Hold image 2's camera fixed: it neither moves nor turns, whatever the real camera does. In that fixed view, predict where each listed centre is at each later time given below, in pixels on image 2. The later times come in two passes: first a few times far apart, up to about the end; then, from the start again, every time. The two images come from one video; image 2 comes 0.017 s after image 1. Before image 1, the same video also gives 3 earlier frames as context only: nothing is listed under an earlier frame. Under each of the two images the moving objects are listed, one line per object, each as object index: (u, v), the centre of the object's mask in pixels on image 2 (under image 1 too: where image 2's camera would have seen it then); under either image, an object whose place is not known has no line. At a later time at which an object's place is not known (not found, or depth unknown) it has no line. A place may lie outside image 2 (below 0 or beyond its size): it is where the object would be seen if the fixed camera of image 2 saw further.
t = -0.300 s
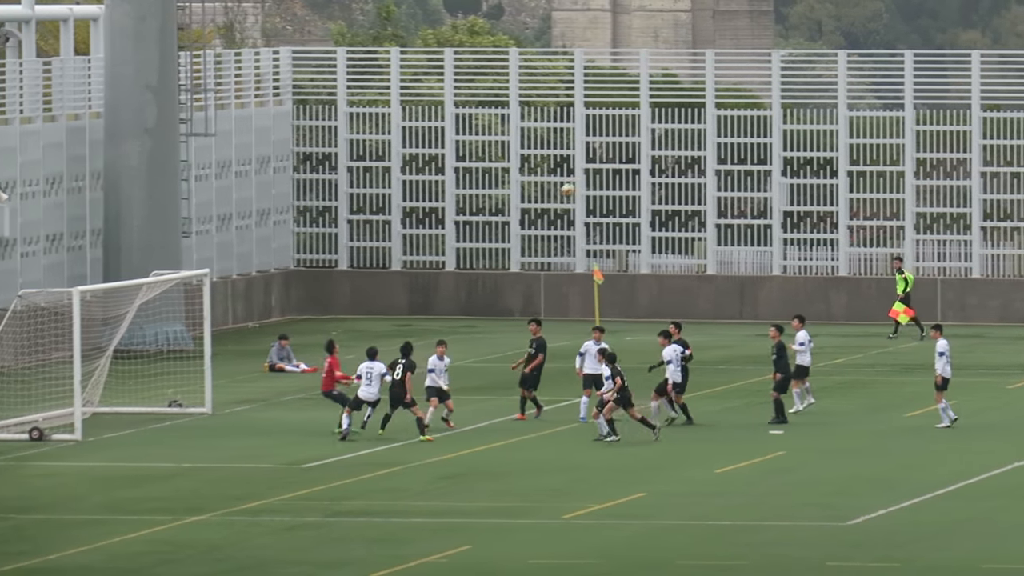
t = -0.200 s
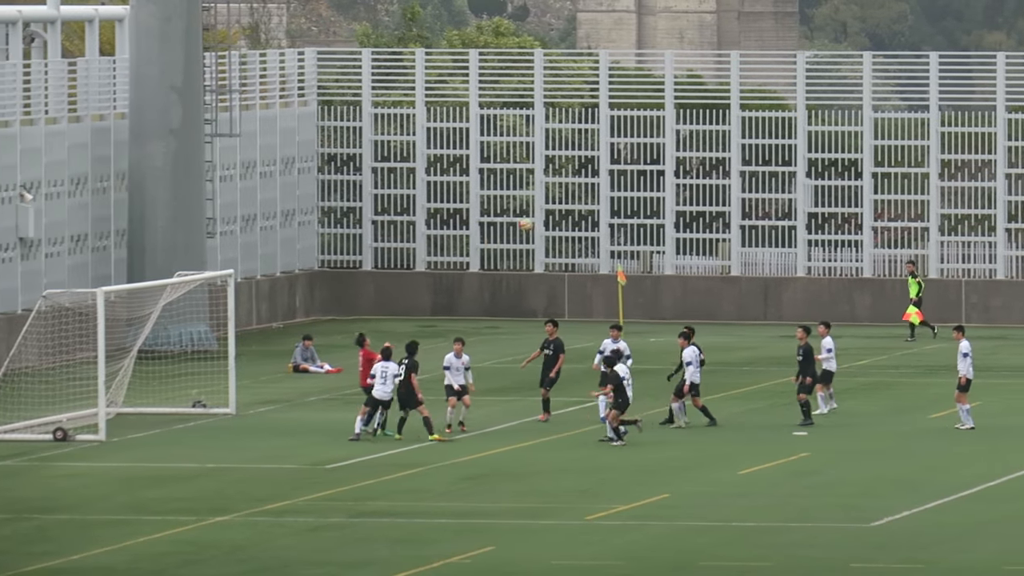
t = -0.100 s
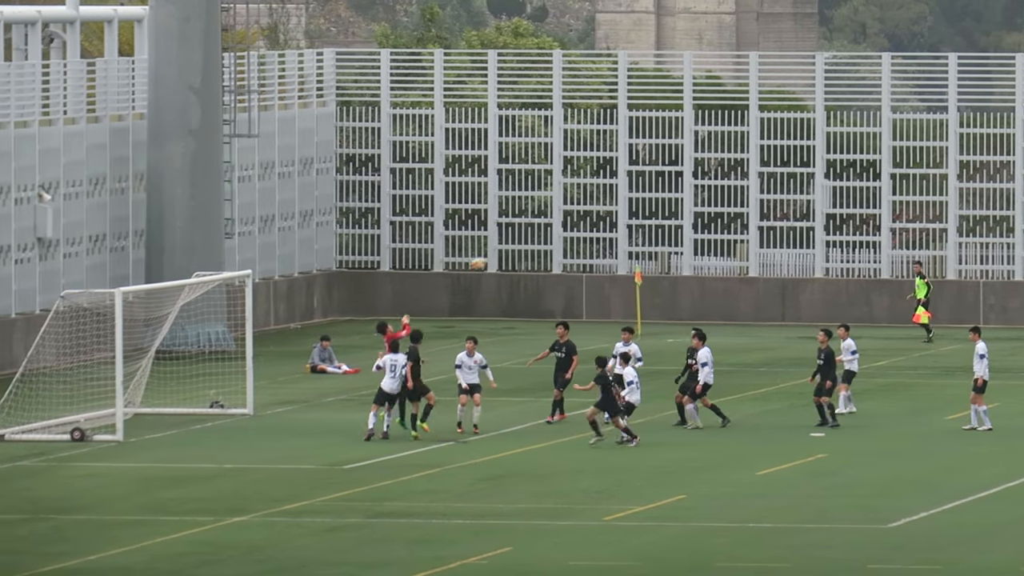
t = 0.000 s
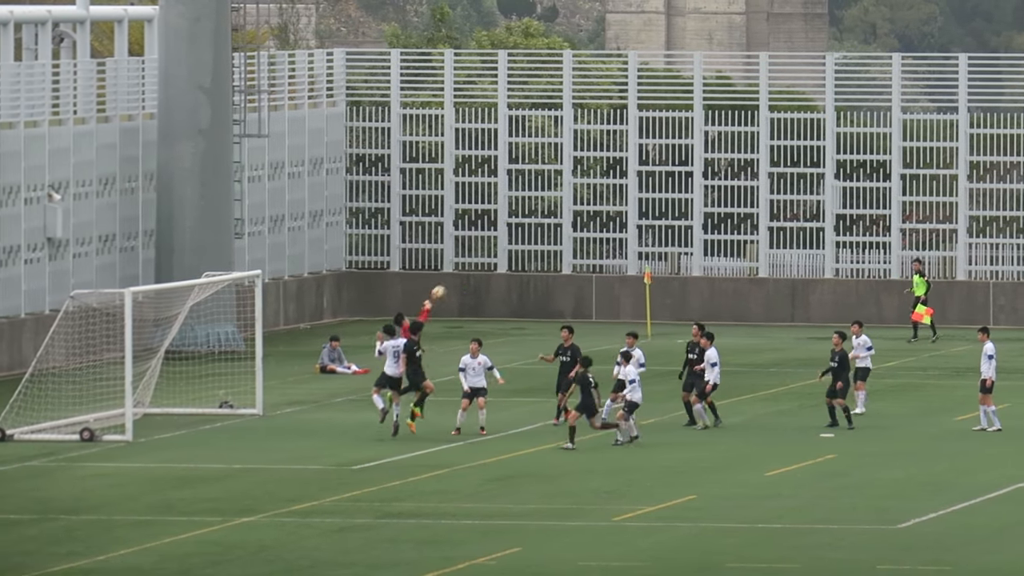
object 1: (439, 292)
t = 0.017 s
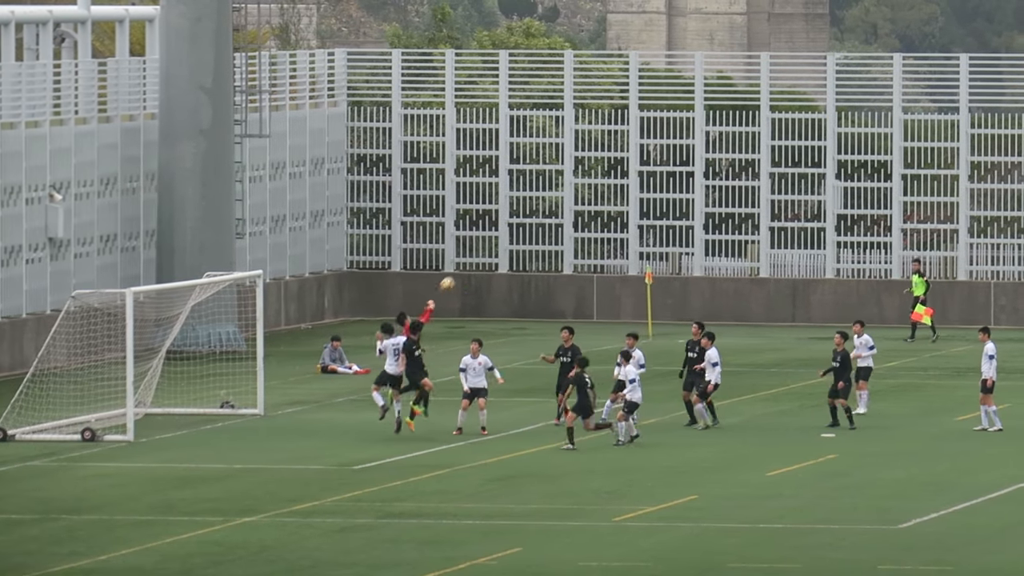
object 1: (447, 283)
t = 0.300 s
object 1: (576, 160)
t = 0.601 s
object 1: (707, 80)
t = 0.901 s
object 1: (838, 49)
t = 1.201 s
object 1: (966, 72)
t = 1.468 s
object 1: (1082, 138)
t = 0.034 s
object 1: (454, 275)
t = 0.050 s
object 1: (461, 267)
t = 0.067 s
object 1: (470, 258)
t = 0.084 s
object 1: (477, 250)
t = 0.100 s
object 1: (485, 243)
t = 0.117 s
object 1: (492, 235)
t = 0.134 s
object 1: (500, 228)
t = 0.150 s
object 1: (508, 221)
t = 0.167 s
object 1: (516, 214)
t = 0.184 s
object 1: (523, 207)
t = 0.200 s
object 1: (530, 200)
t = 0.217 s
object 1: (538, 193)
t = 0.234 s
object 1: (545, 186)
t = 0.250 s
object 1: (553, 180)
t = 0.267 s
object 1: (560, 173)
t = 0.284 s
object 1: (569, 167)
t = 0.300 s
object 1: (576, 160)
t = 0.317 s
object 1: (582, 155)
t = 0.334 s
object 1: (590, 150)
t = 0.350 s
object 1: (598, 144)
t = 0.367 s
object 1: (605, 139)
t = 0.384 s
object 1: (612, 134)
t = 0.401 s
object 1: (619, 129)
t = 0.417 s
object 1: (626, 124)
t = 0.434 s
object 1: (634, 119)
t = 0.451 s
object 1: (643, 114)
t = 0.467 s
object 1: (649, 110)
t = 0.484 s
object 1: (656, 105)
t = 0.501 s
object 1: (663, 101)
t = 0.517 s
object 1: (670, 97)
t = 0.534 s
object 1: (677, 94)
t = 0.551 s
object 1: (685, 90)
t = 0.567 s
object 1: (691, 87)
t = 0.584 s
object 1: (699, 84)
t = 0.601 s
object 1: (707, 80)
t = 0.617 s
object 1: (714, 77)
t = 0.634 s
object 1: (721, 74)
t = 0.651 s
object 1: (729, 72)
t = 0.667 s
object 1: (735, 69)
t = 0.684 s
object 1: (743, 67)
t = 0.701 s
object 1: (750, 65)
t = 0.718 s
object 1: (757, 63)
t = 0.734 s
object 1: (765, 60)
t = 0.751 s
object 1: (772, 59)
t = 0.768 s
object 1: (779, 57)
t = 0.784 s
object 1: (787, 55)
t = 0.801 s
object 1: (794, 54)
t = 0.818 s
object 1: (801, 53)
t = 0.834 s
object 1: (808, 52)
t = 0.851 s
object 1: (816, 50)
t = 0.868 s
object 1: (824, 50)
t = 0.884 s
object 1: (830, 49)
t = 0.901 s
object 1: (838, 49)
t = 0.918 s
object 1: (845, 49)
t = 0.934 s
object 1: (852, 49)
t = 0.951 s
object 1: (859, 49)
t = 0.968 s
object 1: (867, 49)
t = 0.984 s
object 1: (874, 49)
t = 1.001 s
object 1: (882, 50)
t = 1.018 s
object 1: (889, 52)
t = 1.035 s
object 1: (895, 53)
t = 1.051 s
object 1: (903, 54)
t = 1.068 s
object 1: (910, 55)
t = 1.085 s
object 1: (916, 56)
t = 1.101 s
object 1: (923, 58)
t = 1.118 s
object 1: (931, 60)
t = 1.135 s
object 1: (938, 62)
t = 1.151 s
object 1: (945, 64)
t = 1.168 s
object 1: (952, 68)
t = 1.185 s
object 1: (959, 69)
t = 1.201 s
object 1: (966, 72)
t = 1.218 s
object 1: (974, 76)
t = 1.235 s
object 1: (981, 78)
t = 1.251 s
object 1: (988, 82)
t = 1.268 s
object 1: (996, 85)
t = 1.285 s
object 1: (1003, 88)
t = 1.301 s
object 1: (1010, 92)
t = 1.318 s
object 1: (1018, 96)
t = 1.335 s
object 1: (1025, 100)
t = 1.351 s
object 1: (1031, 104)
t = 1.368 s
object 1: (1038, 108)
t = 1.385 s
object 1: (1046, 113)
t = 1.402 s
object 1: (1052, 117)
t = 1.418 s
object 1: (1060, 123)
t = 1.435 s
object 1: (1068, 127)
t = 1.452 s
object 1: (1075, 133)
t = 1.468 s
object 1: (1082, 138)
